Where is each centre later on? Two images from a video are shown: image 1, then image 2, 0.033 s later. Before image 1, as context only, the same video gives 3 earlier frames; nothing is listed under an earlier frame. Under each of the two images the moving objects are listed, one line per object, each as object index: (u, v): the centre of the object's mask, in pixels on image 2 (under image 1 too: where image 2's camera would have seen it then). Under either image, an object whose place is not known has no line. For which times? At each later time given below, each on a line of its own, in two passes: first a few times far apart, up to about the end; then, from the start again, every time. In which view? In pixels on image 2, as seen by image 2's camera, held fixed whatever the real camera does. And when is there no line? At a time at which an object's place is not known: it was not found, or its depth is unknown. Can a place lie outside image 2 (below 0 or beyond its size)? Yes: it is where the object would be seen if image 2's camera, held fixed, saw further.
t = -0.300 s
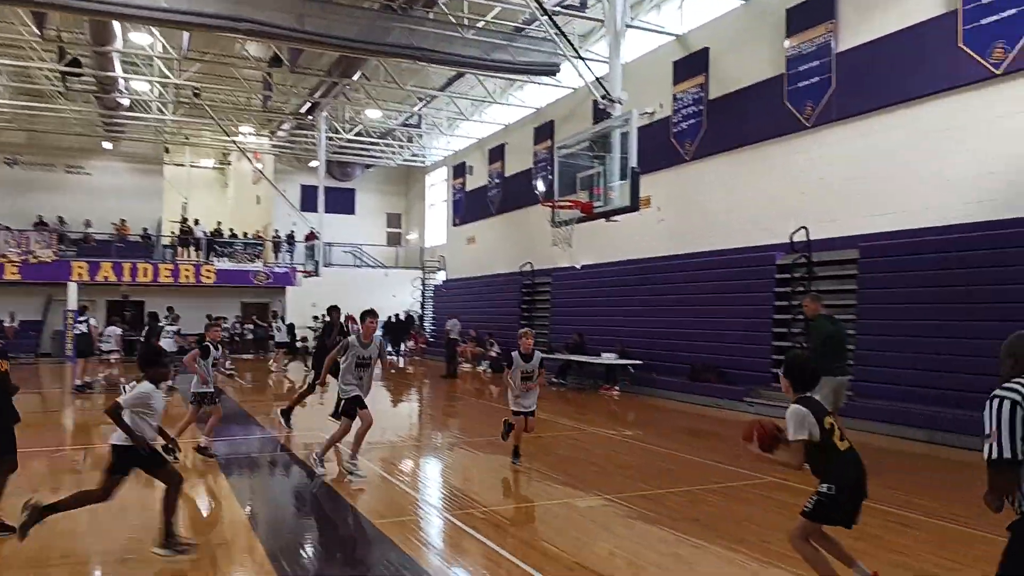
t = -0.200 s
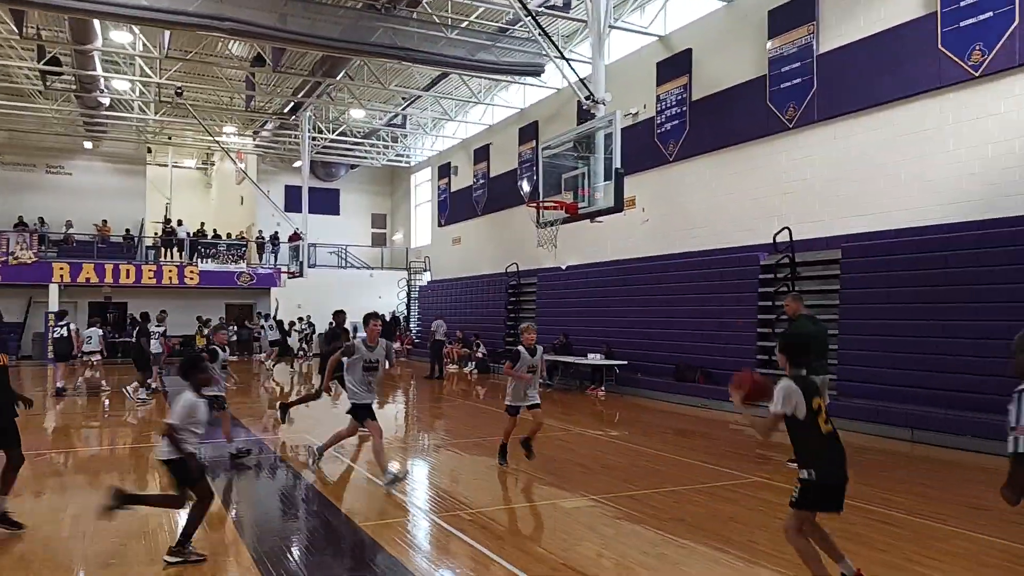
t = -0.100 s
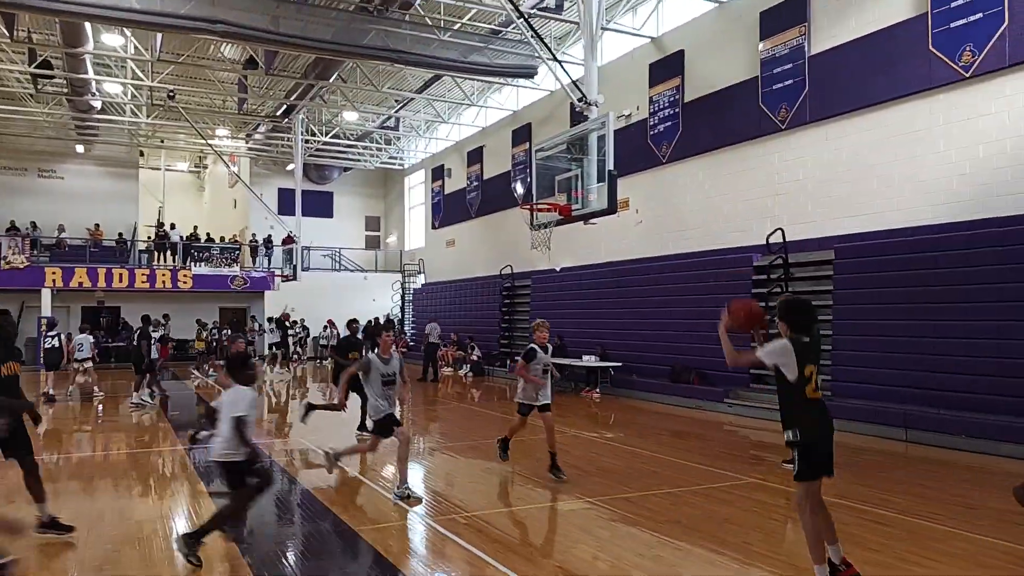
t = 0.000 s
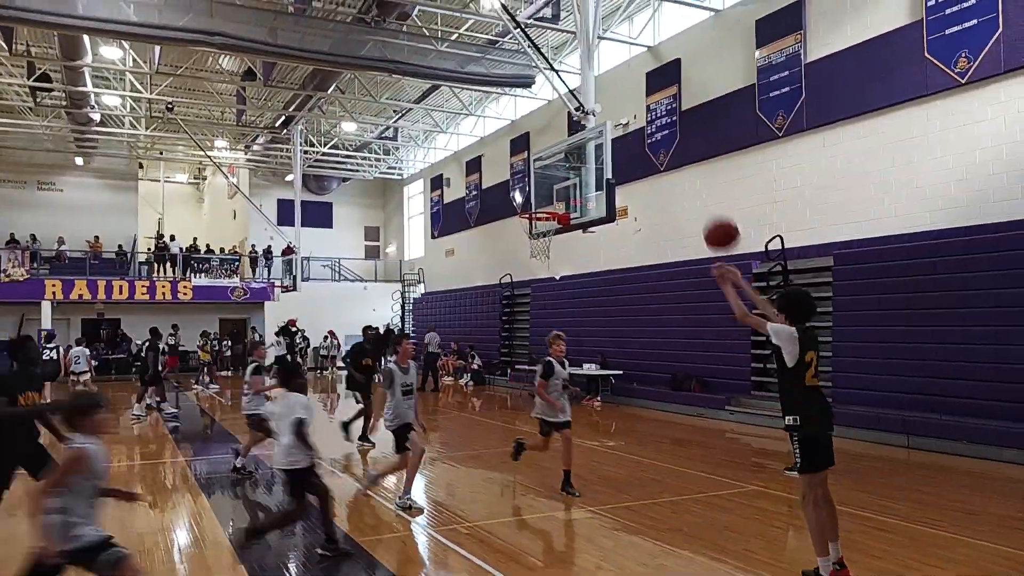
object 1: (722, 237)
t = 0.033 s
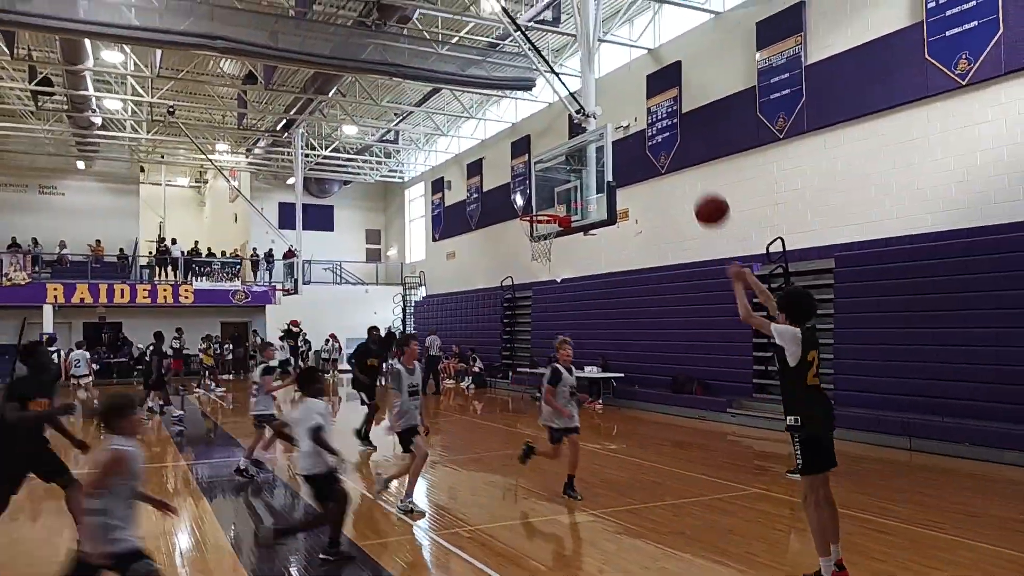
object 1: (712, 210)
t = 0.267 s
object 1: (651, 89)
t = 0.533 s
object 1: (601, 54)
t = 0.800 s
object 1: (565, 94)
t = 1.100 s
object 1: (537, 195)
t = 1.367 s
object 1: (529, 156)
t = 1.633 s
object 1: (524, 140)
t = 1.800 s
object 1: (521, 157)
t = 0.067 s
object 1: (701, 186)
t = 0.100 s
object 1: (691, 163)
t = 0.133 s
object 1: (684, 146)
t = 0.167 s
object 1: (675, 129)
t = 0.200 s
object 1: (667, 114)
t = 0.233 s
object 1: (658, 100)
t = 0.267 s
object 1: (651, 89)
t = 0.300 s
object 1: (644, 80)
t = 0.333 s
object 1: (637, 72)
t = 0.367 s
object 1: (631, 67)
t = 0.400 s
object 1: (624, 61)
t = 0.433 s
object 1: (618, 57)
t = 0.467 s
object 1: (612, 55)
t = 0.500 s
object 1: (606, 54)
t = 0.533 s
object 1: (601, 54)
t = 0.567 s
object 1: (595, 56)
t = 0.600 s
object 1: (590, 58)
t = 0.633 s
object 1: (586, 62)
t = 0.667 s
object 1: (582, 67)
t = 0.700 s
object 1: (578, 72)
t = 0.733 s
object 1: (574, 78)
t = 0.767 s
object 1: (569, 85)
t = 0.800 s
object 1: (565, 94)
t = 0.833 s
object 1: (561, 102)
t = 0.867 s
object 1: (558, 111)
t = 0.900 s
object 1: (555, 121)
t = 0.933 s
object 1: (551, 132)
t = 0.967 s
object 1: (548, 143)
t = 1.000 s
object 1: (545, 155)
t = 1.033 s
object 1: (542, 168)
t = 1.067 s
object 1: (539, 181)
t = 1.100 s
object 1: (537, 195)
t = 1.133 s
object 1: (532, 208)
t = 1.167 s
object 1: (532, 206)
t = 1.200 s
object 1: (531, 196)
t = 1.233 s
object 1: (531, 186)
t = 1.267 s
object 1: (530, 178)
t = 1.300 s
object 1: (530, 170)
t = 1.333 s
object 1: (529, 162)
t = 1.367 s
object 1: (529, 156)
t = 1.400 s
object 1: (528, 151)
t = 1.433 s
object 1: (527, 147)
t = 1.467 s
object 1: (527, 144)
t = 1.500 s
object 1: (526, 142)
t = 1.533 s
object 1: (526, 140)
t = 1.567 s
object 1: (525, 140)
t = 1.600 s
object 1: (525, 140)
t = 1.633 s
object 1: (524, 140)
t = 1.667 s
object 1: (523, 142)
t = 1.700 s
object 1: (523, 144)
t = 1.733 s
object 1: (522, 148)
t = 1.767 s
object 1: (522, 152)
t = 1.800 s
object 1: (521, 157)
